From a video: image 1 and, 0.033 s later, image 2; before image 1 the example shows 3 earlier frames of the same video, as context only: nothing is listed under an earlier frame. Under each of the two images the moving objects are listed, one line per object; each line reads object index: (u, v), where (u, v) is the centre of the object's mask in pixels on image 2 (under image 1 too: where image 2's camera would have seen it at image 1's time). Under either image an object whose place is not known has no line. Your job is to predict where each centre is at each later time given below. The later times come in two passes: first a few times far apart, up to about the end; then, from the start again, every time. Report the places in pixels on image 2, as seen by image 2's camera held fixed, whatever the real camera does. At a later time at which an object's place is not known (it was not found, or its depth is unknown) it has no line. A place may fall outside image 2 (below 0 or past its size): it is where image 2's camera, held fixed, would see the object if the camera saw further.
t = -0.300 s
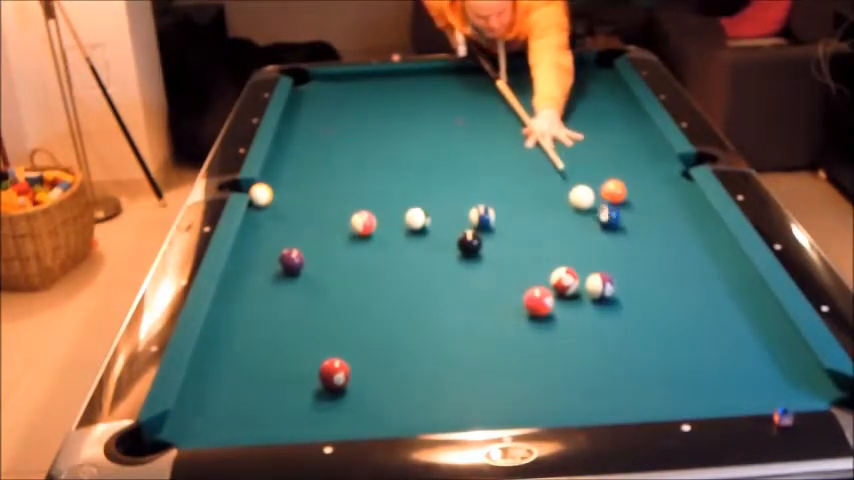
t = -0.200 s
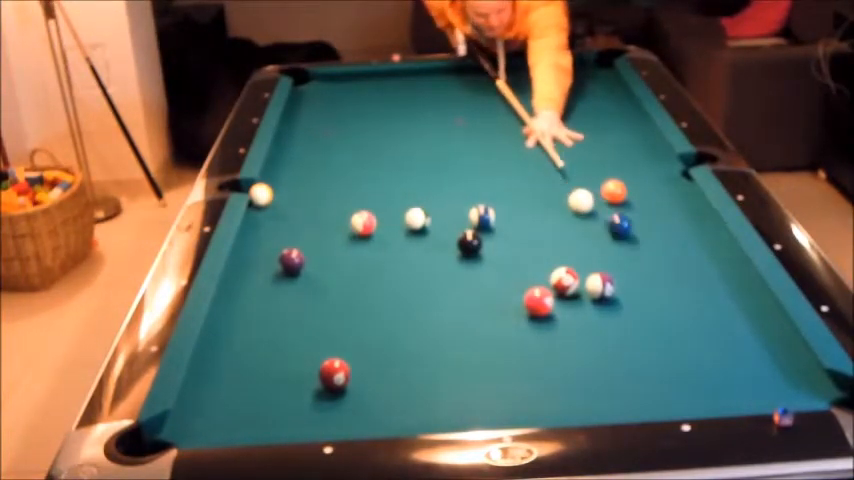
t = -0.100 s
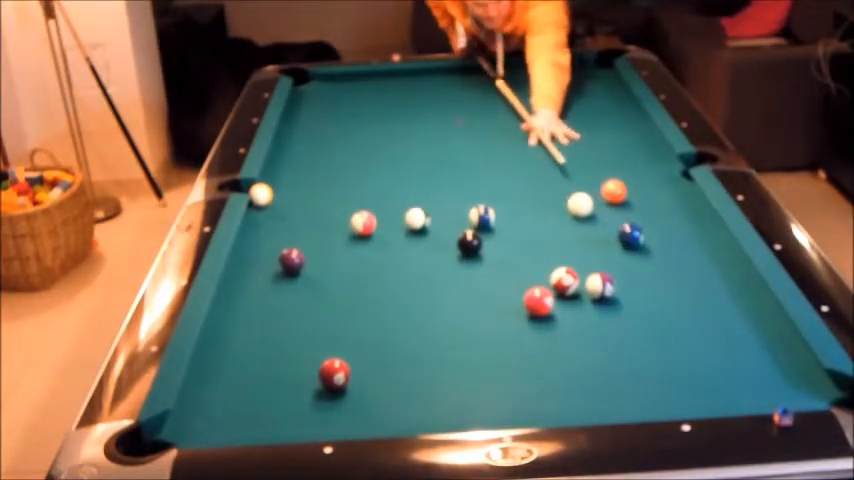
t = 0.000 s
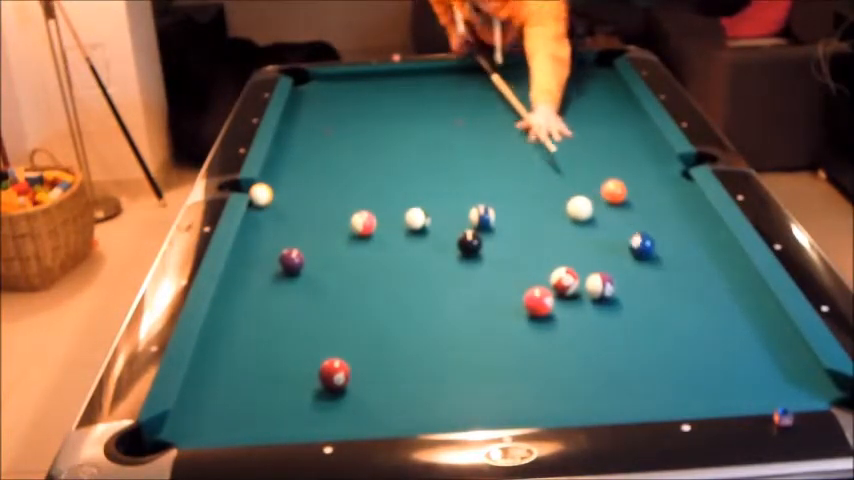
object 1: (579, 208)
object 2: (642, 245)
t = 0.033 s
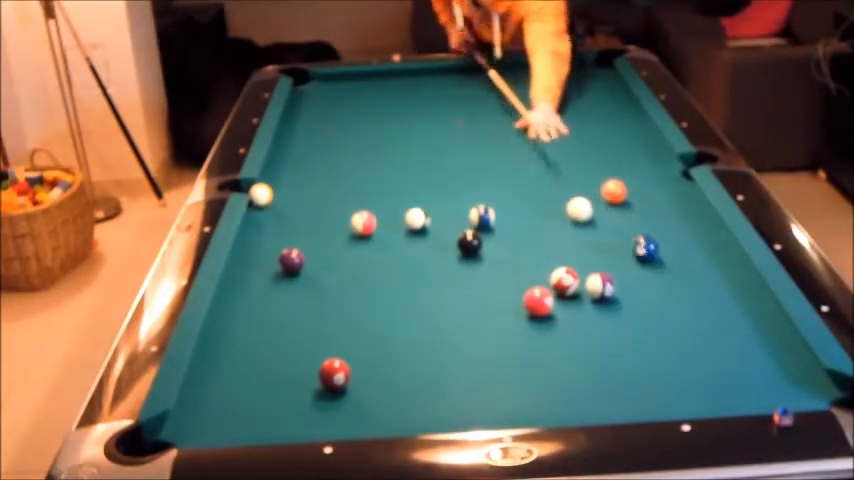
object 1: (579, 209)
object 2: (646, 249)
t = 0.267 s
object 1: (577, 216)
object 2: (672, 272)
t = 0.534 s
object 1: (575, 225)
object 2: (706, 303)
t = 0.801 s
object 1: (573, 232)
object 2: (740, 336)
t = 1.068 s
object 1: (570, 239)
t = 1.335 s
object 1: (567, 245)
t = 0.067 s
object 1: (579, 210)
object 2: (649, 252)
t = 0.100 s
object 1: (579, 211)
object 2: (652, 255)
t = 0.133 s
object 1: (578, 212)
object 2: (656, 259)
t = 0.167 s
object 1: (578, 213)
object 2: (662, 262)
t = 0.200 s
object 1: (578, 214)
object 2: (665, 266)
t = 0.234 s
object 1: (578, 215)
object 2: (668, 269)
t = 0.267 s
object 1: (577, 216)
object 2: (672, 272)
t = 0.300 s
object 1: (577, 217)
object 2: (676, 277)
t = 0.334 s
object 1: (577, 218)
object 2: (681, 281)
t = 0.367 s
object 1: (577, 219)
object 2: (684, 283)
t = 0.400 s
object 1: (576, 220)
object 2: (689, 288)
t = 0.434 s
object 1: (576, 222)
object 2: (692, 291)
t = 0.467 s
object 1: (576, 223)
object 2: (698, 295)
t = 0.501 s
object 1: (575, 224)
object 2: (702, 299)
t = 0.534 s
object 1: (575, 225)
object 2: (706, 303)
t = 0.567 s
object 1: (575, 226)
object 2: (710, 307)
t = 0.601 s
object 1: (574, 227)
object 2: (713, 311)
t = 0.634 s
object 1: (574, 228)
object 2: (718, 315)
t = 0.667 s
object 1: (574, 229)
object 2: (722, 320)
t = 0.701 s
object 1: (573, 230)
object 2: (726, 324)
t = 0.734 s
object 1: (573, 230)
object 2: (730, 328)
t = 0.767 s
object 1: (573, 231)
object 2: (735, 332)
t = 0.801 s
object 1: (573, 232)
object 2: (740, 336)
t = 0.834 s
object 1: (572, 233)
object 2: (744, 339)
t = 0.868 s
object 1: (571, 234)
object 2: (749, 344)
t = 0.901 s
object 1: (571, 234)
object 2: (754, 348)
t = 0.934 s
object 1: (571, 235)
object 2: (757, 353)
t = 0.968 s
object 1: (571, 236)
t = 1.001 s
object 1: (570, 238)
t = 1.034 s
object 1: (570, 238)
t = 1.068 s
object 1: (570, 239)
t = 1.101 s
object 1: (569, 240)
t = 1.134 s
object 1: (569, 240)
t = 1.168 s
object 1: (569, 241)
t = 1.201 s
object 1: (568, 242)
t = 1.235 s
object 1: (568, 242)
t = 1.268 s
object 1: (568, 243)
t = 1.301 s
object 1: (567, 244)
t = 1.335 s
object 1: (567, 245)
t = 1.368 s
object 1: (567, 245)
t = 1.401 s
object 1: (567, 246)
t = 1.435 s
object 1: (567, 247)
